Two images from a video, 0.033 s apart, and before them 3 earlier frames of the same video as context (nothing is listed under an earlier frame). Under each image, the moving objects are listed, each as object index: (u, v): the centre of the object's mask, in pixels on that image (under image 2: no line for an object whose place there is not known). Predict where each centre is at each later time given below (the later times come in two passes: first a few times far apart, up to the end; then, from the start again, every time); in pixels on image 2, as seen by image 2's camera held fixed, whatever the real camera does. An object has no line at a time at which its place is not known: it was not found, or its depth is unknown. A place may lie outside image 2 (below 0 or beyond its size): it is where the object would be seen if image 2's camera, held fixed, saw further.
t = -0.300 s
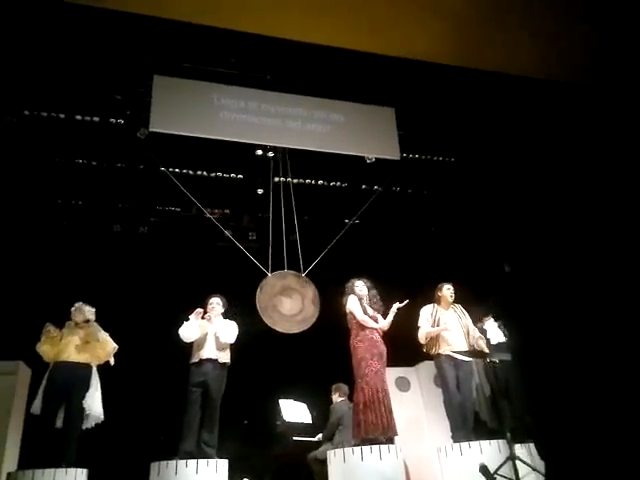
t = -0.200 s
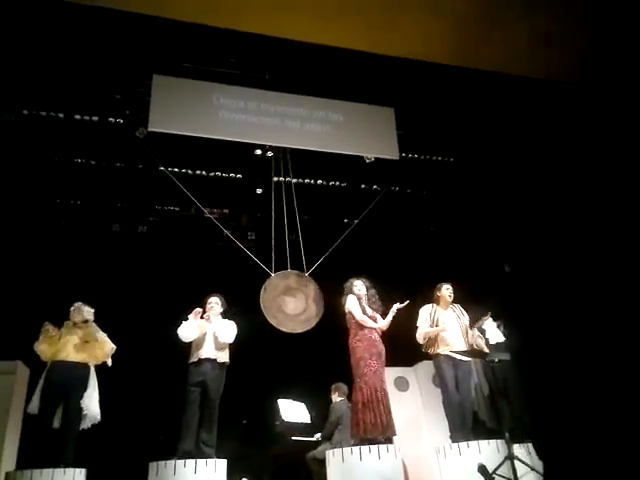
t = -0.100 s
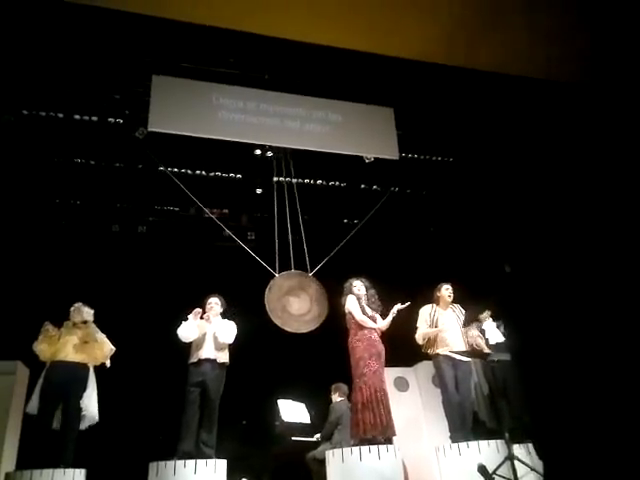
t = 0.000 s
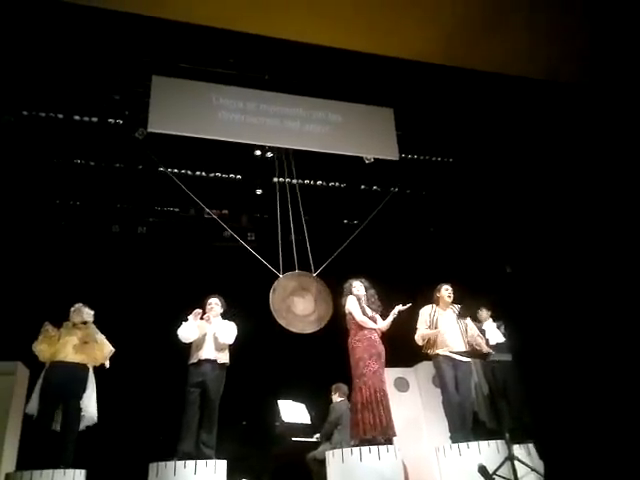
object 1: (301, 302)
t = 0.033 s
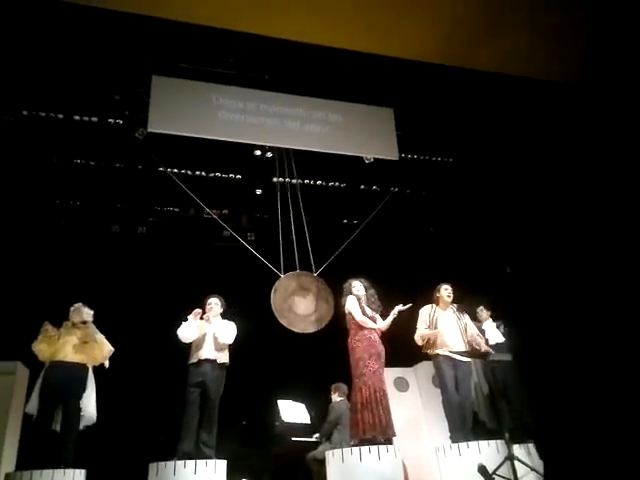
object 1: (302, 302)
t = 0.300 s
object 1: (311, 301)
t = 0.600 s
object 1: (316, 300)
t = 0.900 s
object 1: (316, 300)
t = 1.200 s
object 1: (311, 301)
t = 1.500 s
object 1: (298, 302)
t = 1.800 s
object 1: (283, 302)
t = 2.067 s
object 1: (268, 301)
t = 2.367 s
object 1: (254, 299)
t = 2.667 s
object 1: (244, 296)
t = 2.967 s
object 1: (241, 295)
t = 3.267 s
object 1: (245, 296)
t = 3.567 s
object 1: (254, 300)
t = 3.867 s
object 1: (269, 301)
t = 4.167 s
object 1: (288, 302)
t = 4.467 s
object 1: (305, 301)
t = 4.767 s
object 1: (315, 300)
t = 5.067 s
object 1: (319, 299)
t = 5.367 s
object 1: (317, 300)
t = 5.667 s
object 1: (308, 301)
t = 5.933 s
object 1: (295, 302)
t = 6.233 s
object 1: (277, 302)
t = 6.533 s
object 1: (261, 301)
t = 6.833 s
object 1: (248, 298)
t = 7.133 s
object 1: (240, 295)
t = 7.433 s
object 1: (238, 295)
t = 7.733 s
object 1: (244, 297)
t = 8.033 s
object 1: (254, 300)
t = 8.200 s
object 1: (263, 301)
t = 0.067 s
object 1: (303, 302)
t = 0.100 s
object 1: (305, 302)
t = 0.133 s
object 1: (306, 301)
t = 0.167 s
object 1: (307, 301)
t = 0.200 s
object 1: (308, 301)
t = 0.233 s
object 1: (310, 301)
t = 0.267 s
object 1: (310, 301)
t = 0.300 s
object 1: (311, 301)
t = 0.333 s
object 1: (312, 301)
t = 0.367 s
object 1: (313, 301)
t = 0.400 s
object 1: (314, 301)
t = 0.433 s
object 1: (314, 301)
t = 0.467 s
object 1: (315, 301)
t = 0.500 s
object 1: (316, 301)
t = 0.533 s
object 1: (316, 301)
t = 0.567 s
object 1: (316, 300)
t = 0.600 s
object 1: (316, 300)
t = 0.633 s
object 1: (317, 300)
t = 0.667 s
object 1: (317, 300)
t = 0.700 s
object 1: (317, 300)
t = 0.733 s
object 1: (317, 300)
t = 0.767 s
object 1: (317, 300)
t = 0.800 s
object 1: (316, 300)
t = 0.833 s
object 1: (316, 300)
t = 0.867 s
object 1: (316, 300)
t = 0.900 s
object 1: (316, 300)
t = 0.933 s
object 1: (316, 300)
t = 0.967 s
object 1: (315, 300)
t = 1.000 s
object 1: (315, 301)
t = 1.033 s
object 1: (314, 301)
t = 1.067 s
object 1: (314, 301)
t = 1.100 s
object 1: (313, 301)
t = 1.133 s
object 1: (312, 301)
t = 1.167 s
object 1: (311, 301)
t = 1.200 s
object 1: (311, 301)
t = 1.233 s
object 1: (310, 301)
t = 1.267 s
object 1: (309, 301)
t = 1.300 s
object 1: (308, 301)
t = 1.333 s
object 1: (306, 301)
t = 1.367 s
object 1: (305, 301)
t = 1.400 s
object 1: (303, 301)
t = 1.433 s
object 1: (302, 301)
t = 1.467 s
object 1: (300, 302)
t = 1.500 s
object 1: (298, 302)
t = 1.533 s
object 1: (297, 302)
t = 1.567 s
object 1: (295, 302)
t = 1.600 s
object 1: (294, 302)
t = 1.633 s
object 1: (292, 302)
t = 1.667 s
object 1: (290, 302)
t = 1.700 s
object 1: (288, 302)
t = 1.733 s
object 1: (287, 302)
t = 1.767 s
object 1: (285, 302)
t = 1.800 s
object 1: (283, 302)
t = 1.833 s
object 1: (281, 302)
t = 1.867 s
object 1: (280, 301)
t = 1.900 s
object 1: (278, 301)
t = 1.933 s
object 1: (276, 301)
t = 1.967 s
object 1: (273, 301)
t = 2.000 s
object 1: (272, 301)
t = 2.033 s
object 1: (270, 301)
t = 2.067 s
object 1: (268, 301)
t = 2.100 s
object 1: (266, 301)
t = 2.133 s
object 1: (264, 301)
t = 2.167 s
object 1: (263, 301)
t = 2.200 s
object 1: (261, 300)
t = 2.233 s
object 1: (259, 300)
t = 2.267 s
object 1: (258, 300)
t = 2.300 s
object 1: (256, 300)
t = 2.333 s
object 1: (255, 300)
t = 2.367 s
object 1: (254, 299)
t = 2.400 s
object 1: (252, 299)
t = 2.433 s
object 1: (251, 298)
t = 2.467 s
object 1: (250, 298)
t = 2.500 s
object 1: (249, 298)
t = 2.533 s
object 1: (248, 298)
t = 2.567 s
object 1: (247, 297)
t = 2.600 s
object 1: (246, 297)
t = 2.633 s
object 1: (245, 297)
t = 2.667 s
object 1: (244, 296)
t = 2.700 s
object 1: (244, 296)
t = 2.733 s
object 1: (243, 296)
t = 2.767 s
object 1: (242, 295)
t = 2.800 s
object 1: (242, 295)
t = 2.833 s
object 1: (241, 295)
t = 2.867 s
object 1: (241, 295)
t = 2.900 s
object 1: (241, 295)
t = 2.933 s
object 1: (241, 295)
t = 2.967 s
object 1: (241, 295)
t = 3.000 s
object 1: (241, 295)
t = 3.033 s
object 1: (241, 295)
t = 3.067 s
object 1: (241, 295)
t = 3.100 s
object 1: (242, 295)
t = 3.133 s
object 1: (242, 295)
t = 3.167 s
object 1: (243, 296)
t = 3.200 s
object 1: (243, 296)
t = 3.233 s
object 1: (244, 296)
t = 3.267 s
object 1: (245, 296)
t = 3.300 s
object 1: (246, 297)
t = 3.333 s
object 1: (247, 297)
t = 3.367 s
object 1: (247, 297)
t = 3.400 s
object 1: (248, 298)
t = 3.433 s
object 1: (249, 298)
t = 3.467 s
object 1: (250, 298)
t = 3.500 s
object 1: (251, 299)
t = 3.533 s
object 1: (253, 299)
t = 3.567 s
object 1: (254, 300)
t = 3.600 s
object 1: (255, 300)
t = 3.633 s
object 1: (257, 300)
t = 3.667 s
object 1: (258, 300)
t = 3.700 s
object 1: (260, 300)
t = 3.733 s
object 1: (262, 301)
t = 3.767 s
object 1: (263, 301)
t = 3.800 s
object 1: (266, 301)
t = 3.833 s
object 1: (267, 301)
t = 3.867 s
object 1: (269, 301)
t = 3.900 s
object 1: (271, 301)
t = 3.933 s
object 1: (273, 301)
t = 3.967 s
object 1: (276, 301)
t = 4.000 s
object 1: (278, 302)
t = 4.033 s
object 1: (280, 302)
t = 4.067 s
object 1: (282, 302)
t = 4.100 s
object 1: (284, 302)
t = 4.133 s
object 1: (286, 302)
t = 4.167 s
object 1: (288, 302)
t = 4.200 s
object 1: (290, 302)
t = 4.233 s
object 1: (292, 302)
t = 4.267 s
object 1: (294, 302)
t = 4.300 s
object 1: (296, 302)
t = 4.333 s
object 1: (298, 301)
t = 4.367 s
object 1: (300, 302)
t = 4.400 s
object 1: (302, 301)
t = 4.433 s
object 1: (303, 301)
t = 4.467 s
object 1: (305, 301)
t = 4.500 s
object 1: (307, 301)
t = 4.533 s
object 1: (308, 301)
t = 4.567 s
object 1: (310, 301)
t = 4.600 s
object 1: (311, 301)
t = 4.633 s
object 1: (312, 301)
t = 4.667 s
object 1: (313, 300)
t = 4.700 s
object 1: (314, 300)
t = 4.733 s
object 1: (315, 300)
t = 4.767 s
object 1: (315, 300)
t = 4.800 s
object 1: (316, 300)
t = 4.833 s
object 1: (317, 300)
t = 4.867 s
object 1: (318, 300)
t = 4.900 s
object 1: (318, 300)
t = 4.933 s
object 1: (318, 300)
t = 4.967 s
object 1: (319, 300)
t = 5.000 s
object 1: (319, 299)
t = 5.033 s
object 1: (319, 299)
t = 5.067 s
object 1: (319, 299)
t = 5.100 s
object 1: (319, 300)
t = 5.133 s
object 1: (319, 300)
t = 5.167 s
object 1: (319, 300)
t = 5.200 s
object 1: (319, 300)
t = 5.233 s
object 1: (319, 300)
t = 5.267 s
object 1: (319, 300)
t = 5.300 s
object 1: (318, 300)
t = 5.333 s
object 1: (318, 300)
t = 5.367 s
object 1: (317, 300)
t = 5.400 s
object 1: (317, 300)
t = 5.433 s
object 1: (316, 300)
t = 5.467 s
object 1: (315, 301)
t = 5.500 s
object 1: (314, 301)
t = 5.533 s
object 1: (313, 301)
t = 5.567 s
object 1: (312, 301)
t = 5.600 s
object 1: (311, 301)
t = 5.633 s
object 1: (310, 301)
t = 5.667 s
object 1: (308, 301)
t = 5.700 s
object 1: (307, 302)
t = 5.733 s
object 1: (305, 301)
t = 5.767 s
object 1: (303, 302)
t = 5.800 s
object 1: (302, 302)
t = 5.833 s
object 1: (300, 302)
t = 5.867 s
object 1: (298, 302)
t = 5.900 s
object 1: (296, 302)
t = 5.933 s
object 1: (295, 302)
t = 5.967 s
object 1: (293, 302)
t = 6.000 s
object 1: (291, 302)
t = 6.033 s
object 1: (289, 302)
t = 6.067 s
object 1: (287, 302)
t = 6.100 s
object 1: (285, 302)
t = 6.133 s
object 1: (283, 302)
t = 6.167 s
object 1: (282, 302)
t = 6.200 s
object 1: (279, 302)
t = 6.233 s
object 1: (277, 302)
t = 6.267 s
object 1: (276, 302)
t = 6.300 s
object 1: (274, 301)
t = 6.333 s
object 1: (272, 301)
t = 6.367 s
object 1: (270, 301)
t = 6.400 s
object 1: (268, 301)
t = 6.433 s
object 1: (266, 301)
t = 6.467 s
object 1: (264, 301)
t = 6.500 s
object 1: (262, 301)
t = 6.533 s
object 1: (261, 301)
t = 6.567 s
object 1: (259, 300)
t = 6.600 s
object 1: (257, 300)
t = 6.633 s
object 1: (255, 300)
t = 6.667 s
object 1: (254, 300)
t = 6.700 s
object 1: (253, 299)
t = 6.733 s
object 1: (251, 299)
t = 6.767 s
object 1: (250, 299)
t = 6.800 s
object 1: (249, 298)
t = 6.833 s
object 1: (248, 298)
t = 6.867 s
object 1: (247, 297)
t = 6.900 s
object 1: (246, 297)
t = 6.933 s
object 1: (245, 297)
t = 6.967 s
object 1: (244, 296)
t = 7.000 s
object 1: (243, 296)
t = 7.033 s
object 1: (242, 296)
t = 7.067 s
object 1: (241, 295)
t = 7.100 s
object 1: (241, 295)
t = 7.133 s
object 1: (240, 295)
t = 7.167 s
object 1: (239, 295)
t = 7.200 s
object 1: (239, 295)
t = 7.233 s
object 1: (238, 295)
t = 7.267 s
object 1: (238, 295)
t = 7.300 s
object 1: (238, 295)
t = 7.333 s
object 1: (238, 295)
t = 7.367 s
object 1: (238, 295)
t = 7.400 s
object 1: (238, 295)
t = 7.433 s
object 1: (238, 295)
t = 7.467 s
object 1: (239, 295)
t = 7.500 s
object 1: (239, 295)
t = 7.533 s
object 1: (240, 295)
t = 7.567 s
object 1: (240, 295)
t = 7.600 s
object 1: (241, 295)
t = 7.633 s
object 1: (242, 296)
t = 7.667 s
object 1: (242, 296)
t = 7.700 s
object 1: (243, 296)
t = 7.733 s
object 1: (244, 297)
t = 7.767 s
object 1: (245, 297)
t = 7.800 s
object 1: (246, 297)
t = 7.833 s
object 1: (247, 298)
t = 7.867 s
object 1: (248, 298)
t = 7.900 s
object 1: (249, 298)
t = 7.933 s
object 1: (250, 299)
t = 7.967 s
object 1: (252, 299)
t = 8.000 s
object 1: (253, 300)
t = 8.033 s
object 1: (254, 300)
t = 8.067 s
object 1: (256, 300)
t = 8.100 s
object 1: (257, 300)
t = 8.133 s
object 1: (259, 301)
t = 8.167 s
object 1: (261, 301)
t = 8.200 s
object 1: (263, 301)
